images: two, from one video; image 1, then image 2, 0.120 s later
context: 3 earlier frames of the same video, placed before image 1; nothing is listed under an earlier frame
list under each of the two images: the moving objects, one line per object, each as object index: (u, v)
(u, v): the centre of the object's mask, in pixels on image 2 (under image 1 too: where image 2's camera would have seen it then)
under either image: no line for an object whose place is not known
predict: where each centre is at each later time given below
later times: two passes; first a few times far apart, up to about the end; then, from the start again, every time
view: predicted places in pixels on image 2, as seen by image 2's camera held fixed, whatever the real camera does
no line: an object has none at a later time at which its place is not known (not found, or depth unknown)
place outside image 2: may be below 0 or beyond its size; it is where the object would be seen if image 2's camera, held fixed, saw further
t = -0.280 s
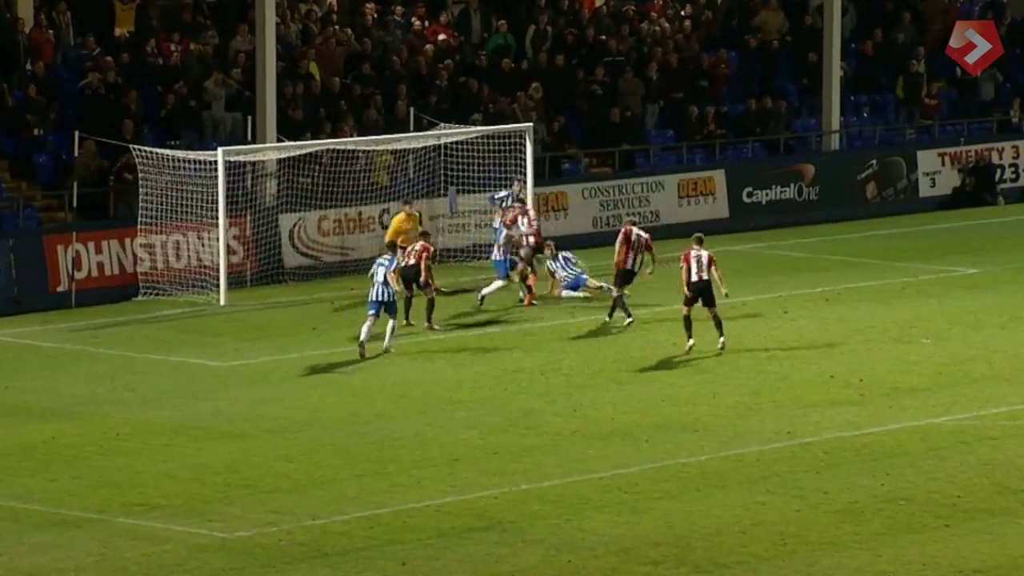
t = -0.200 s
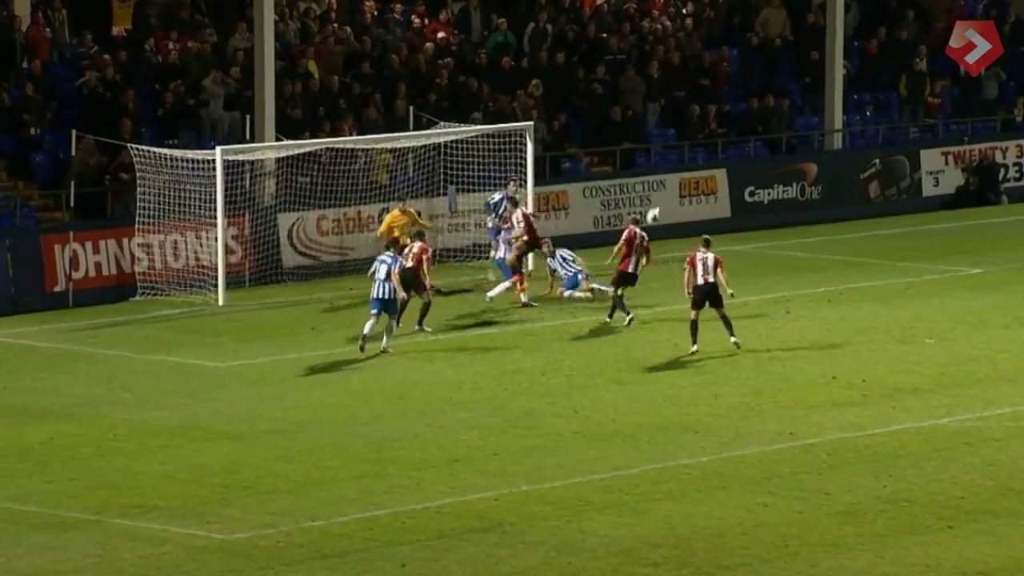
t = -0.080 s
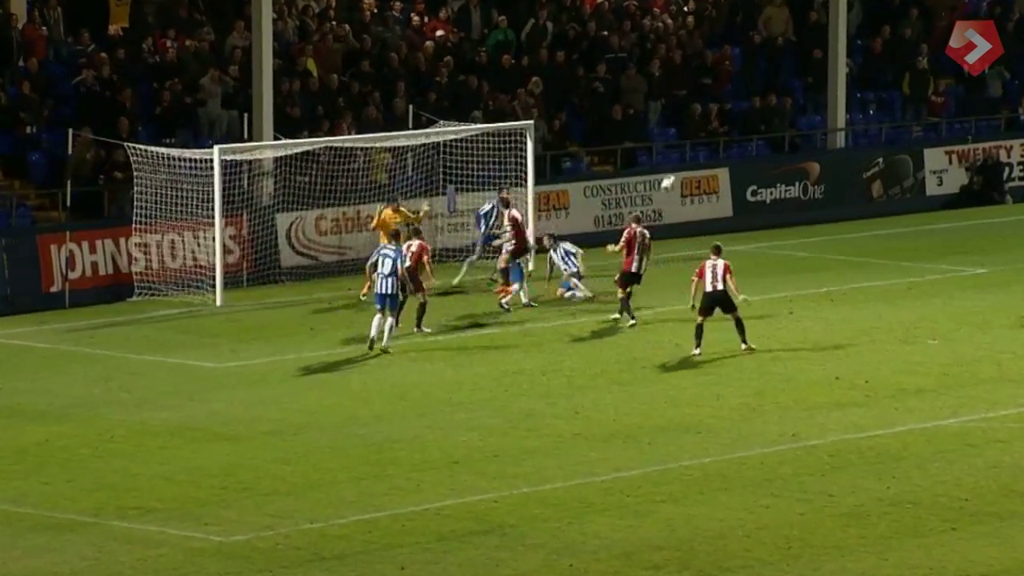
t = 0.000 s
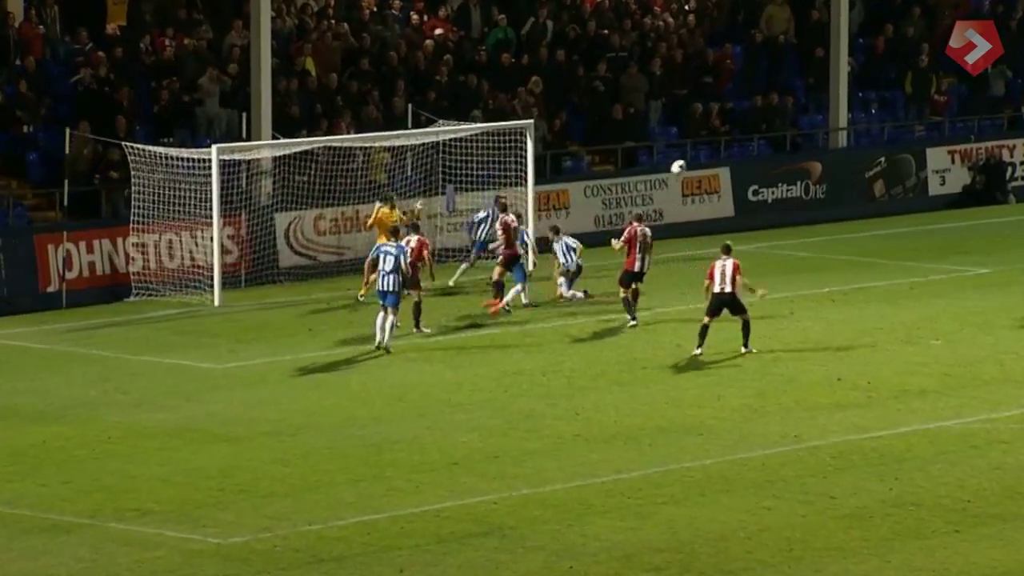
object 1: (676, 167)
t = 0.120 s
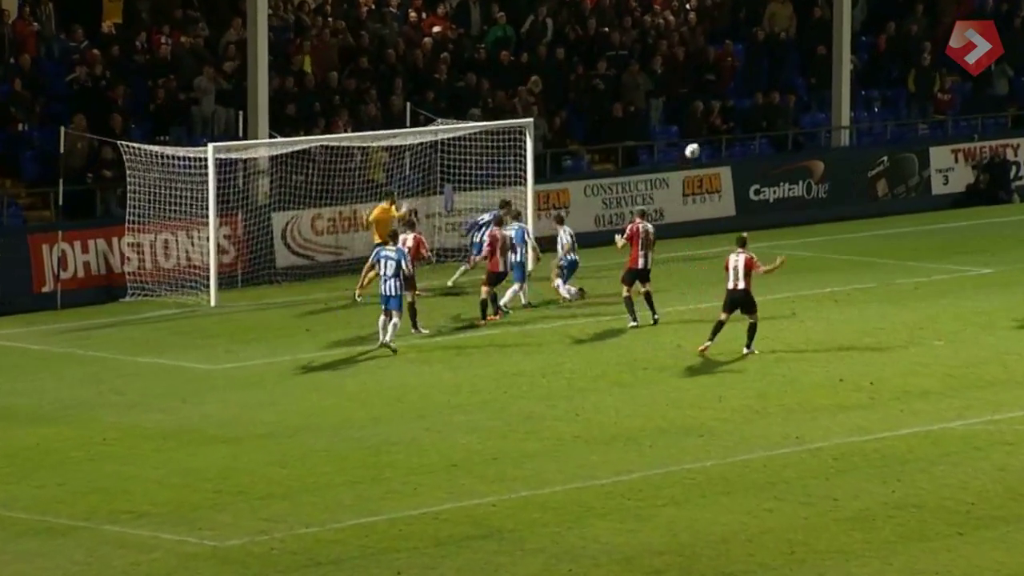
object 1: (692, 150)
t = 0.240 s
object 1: (706, 142)
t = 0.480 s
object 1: (731, 153)
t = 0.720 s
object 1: (755, 196)
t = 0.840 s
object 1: (768, 226)
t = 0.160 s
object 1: (697, 146)
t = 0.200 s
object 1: (702, 144)
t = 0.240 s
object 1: (706, 142)
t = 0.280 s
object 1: (710, 142)
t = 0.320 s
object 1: (715, 142)
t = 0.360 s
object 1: (719, 143)
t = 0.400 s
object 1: (722, 146)
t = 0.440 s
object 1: (727, 148)
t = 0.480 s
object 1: (731, 153)
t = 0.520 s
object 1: (735, 157)
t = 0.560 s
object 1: (739, 163)
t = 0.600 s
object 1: (743, 169)
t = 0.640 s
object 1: (746, 177)
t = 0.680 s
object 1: (751, 185)
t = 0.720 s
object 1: (755, 196)
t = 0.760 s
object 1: (760, 205)
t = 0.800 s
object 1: (764, 216)
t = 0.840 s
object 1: (768, 226)
